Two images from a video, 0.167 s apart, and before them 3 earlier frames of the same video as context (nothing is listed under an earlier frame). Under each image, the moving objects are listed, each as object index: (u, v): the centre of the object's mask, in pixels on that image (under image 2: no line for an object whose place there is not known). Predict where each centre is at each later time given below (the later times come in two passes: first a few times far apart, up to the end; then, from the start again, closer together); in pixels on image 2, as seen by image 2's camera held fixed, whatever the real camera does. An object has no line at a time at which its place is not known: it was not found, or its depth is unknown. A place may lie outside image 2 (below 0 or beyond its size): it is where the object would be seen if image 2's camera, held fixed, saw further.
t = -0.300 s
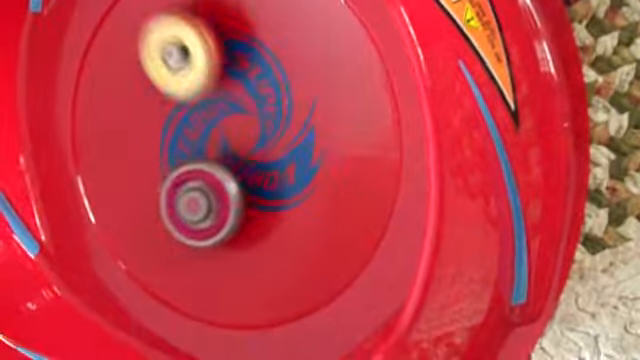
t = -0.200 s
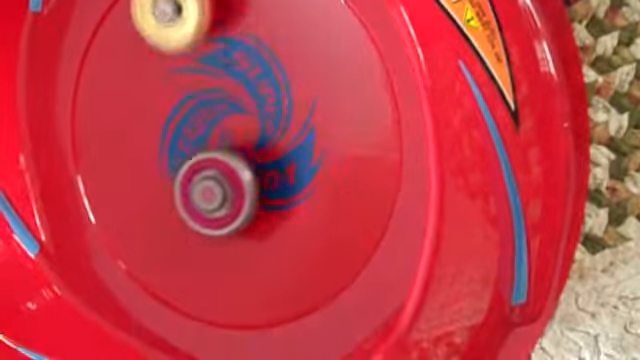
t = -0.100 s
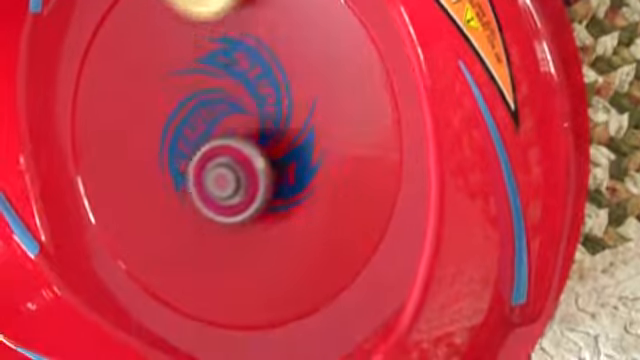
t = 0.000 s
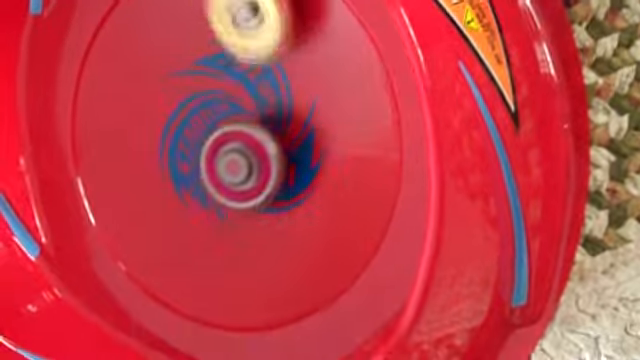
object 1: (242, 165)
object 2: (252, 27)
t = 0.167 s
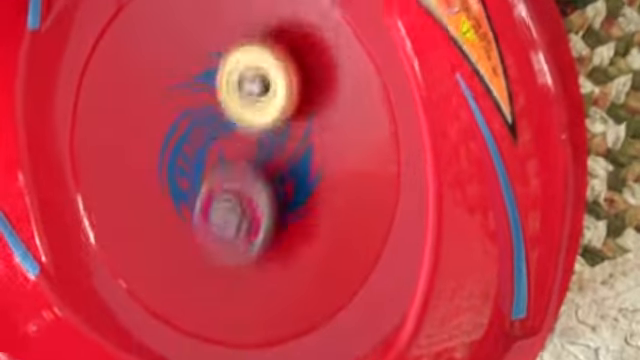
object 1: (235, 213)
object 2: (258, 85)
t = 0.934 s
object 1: (285, 229)
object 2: (227, 99)
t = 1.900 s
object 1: (256, 198)
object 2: (165, 143)
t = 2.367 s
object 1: (332, 244)
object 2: (224, 22)
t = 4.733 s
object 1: (190, 94)
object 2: (197, 224)
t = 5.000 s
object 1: (155, 79)
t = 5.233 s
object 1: (114, 84)
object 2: (230, 210)
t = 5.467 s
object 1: (111, 118)
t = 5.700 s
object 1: (132, 149)
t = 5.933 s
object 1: (173, 181)
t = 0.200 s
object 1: (232, 226)
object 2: (255, 95)
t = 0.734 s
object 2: (148, 55)
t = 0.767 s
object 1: (273, 210)
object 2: (167, 54)
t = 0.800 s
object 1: (273, 206)
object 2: (187, 60)
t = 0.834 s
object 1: (273, 202)
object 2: (206, 70)
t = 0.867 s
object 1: (272, 197)
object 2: (220, 86)
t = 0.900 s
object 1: (272, 194)
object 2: (234, 105)
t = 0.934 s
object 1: (285, 229)
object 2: (227, 99)
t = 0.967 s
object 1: (309, 270)
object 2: (212, 81)
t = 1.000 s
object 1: (319, 296)
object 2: (198, 71)
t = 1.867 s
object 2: (165, 160)
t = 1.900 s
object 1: (256, 198)
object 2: (165, 143)
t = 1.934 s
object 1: (273, 204)
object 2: (158, 126)
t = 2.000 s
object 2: (164, 100)
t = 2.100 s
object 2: (207, 79)
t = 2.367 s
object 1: (332, 244)
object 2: (224, 22)
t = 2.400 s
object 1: (336, 239)
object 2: (235, 24)
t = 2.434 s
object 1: (340, 235)
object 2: (247, 26)
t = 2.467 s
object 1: (343, 228)
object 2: (262, 29)
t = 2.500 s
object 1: (345, 221)
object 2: (277, 36)
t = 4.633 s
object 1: (203, 71)
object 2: (214, 265)
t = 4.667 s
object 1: (199, 79)
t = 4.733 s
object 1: (190, 94)
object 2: (197, 224)
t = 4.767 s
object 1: (186, 103)
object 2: (194, 209)
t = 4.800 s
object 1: (184, 107)
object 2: (193, 203)
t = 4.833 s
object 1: (179, 95)
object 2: (193, 210)
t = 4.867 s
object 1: (177, 90)
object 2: (194, 209)
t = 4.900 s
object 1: (175, 91)
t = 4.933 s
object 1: (172, 97)
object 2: (195, 193)
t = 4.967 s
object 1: (167, 97)
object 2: (198, 194)
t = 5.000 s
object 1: (155, 79)
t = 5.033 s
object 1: (147, 69)
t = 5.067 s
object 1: (141, 67)
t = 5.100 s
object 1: (135, 69)
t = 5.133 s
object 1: (128, 73)
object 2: (222, 218)
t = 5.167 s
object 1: (123, 76)
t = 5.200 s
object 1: (118, 79)
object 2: (227, 213)
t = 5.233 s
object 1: (114, 84)
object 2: (230, 210)
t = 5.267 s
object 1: (111, 89)
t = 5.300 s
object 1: (109, 94)
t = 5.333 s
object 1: (107, 98)
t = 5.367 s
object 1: (106, 103)
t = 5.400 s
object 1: (108, 108)
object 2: (250, 192)
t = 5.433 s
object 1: (109, 114)
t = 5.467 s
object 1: (111, 118)
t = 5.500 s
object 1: (113, 123)
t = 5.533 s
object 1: (115, 127)
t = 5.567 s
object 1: (117, 131)
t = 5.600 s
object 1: (120, 135)
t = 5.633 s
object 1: (123, 139)
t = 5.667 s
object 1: (128, 144)
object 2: (274, 179)
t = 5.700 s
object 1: (132, 149)
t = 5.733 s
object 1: (137, 153)
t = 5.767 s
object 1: (142, 158)
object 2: (271, 176)
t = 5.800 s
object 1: (148, 163)
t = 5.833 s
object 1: (154, 167)
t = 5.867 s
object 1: (160, 172)
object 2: (263, 169)
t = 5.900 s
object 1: (166, 176)
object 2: (260, 166)
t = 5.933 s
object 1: (173, 181)
